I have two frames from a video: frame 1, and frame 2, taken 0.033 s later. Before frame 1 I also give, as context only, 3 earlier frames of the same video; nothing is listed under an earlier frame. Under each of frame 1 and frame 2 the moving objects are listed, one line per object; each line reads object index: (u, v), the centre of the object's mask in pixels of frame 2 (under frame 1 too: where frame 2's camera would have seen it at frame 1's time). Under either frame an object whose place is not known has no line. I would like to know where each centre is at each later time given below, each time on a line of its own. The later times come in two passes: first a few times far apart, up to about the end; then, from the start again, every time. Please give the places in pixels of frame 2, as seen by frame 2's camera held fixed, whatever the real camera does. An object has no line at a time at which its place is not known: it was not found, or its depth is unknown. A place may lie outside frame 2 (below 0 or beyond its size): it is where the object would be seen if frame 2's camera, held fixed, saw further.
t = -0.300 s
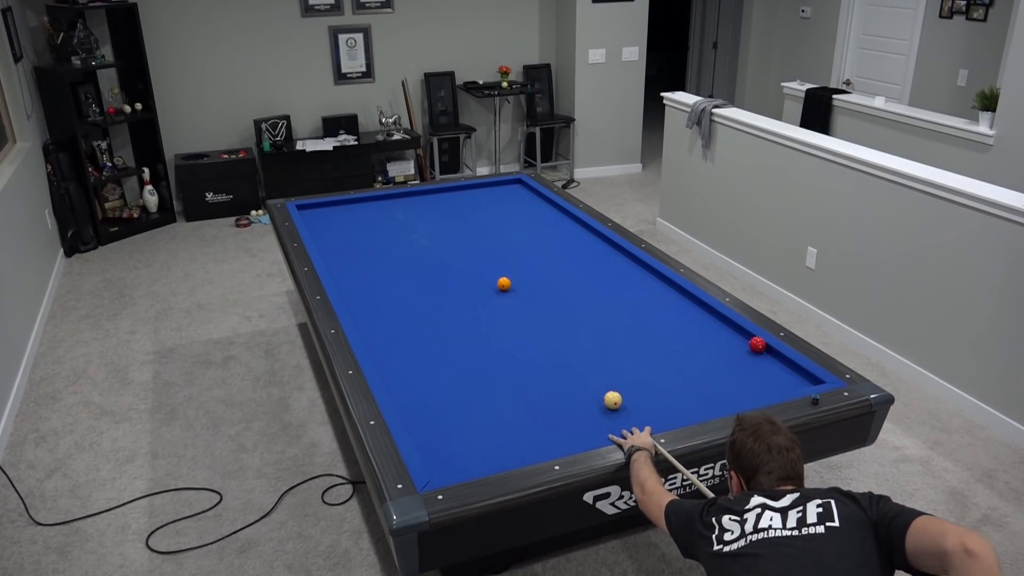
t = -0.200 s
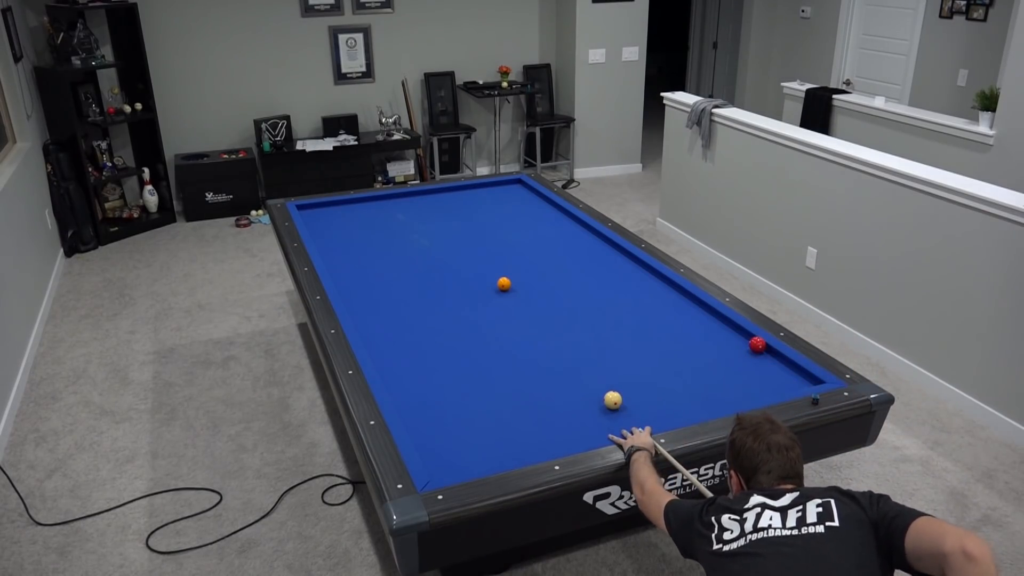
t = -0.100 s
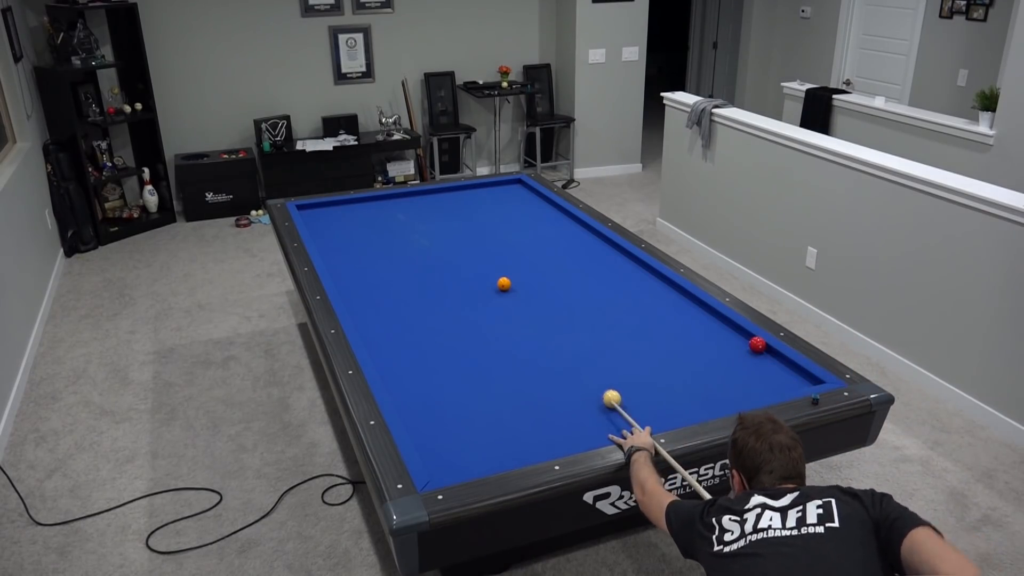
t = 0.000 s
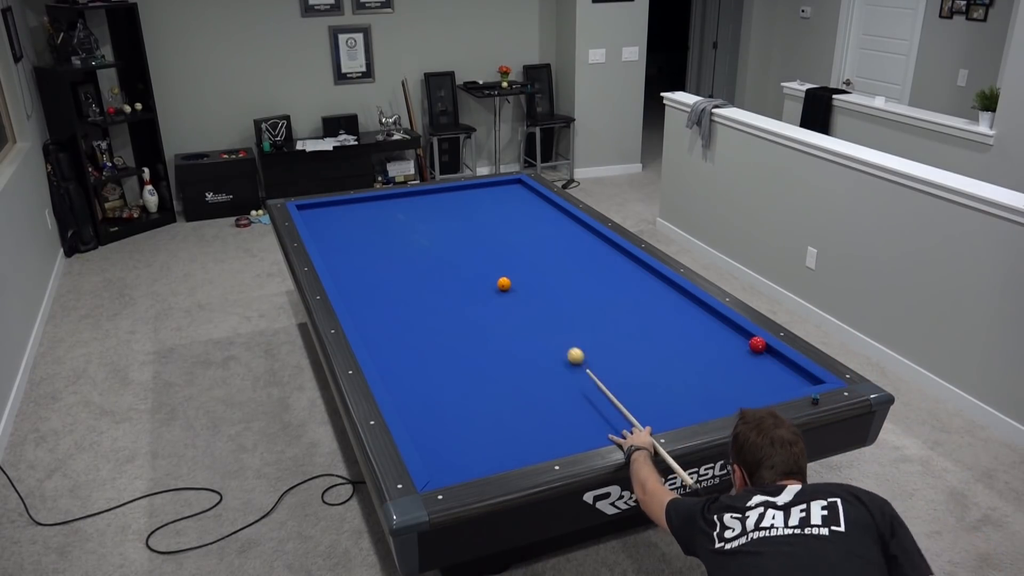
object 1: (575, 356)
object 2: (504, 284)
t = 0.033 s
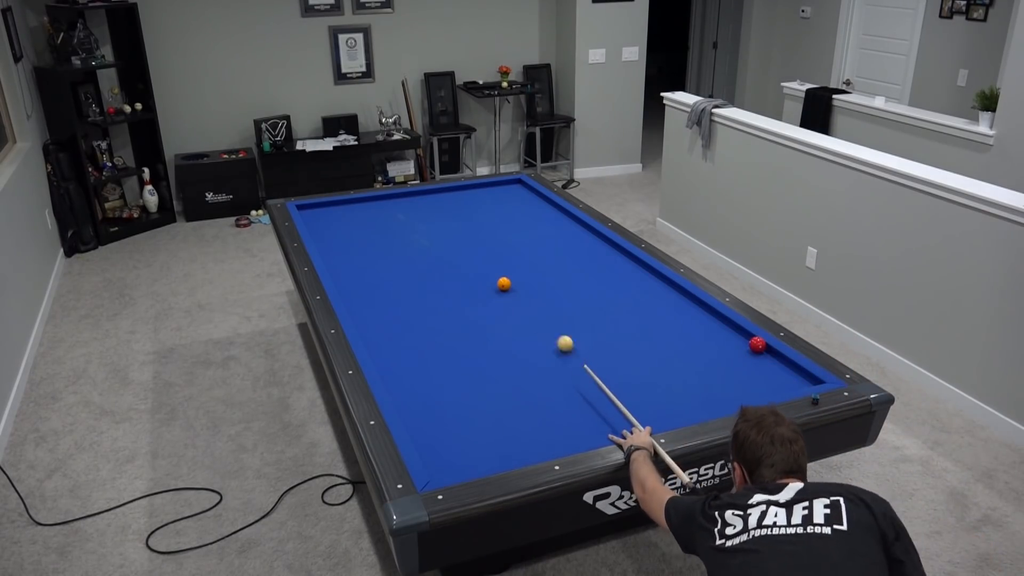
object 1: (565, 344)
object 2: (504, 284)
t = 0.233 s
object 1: (515, 287)
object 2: (503, 284)
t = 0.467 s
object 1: (548, 259)
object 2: (427, 262)
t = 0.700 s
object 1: (563, 232)
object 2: (370, 246)
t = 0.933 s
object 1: (552, 211)
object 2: (323, 233)
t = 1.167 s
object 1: (506, 196)
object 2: (323, 217)
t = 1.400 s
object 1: (472, 188)
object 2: (333, 204)
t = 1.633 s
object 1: (454, 203)
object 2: (356, 208)
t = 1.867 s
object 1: (434, 218)
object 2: (380, 212)
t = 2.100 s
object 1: (411, 233)
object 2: (405, 217)
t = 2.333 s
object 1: (386, 250)
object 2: (429, 221)
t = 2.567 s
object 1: (359, 269)
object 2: (455, 226)
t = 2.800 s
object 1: (351, 286)
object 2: (480, 230)
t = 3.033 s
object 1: (383, 297)
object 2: (506, 235)
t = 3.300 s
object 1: (422, 310)
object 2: (537, 240)
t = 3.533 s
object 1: (458, 322)
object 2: (564, 245)
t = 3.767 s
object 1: (496, 335)
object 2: (592, 250)
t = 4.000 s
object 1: (537, 348)
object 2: (620, 254)
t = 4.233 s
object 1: (580, 363)
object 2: (626, 261)
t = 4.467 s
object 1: (625, 378)
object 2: (626, 270)
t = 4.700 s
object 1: (673, 394)
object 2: (626, 278)
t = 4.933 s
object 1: (715, 402)
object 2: (625, 287)
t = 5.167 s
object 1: (723, 384)
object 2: (625, 296)
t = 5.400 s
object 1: (731, 367)
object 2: (625, 305)
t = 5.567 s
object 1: (736, 356)
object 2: (625, 311)
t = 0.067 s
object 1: (555, 332)
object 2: (504, 284)
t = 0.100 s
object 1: (546, 322)
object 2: (504, 284)
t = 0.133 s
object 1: (538, 312)
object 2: (504, 284)
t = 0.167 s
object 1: (530, 304)
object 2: (504, 284)
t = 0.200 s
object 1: (522, 295)
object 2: (504, 284)
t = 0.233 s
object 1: (515, 287)
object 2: (503, 284)
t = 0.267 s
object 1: (521, 283)
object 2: (491, 281)
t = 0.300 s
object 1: (527, 279)
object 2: (479, 277)
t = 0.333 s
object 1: (532, 275)
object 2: (468, 274)
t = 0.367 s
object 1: (537, 271)
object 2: (456, 271)
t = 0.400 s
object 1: (541, 267)
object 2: (446, 268)
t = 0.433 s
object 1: (545, 263)
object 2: (436, 265)
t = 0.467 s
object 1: (548, 259)
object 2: (427, 262)
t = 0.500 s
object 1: (551, 255)
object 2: (417, 260)
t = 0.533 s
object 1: (554, 251)
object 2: (409, 257)
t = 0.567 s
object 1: (556, 247)
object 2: (400, 255)
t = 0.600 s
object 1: (558, 243)
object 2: (392, 252)
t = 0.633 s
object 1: (560, 239)
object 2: (385, 250)
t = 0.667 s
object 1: (561, 236)
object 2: (377, 248)
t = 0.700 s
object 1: (563, 232)
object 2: (370, 246)
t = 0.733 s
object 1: (565, 229)
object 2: (363, 244)
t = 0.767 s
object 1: (566, 225)
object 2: (357, 242)
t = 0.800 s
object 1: (568, 222)
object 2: (350, 240)
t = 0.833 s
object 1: (569, 218)
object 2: (343, 238)
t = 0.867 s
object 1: (568, 215)
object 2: (336, 236)
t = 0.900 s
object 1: (559, 213)
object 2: (330, 234)
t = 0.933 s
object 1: (552, 211)
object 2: (323, 233)
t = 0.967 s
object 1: (544, 209)
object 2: (317, 231)
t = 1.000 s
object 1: (537, 207)
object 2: (312, 229)
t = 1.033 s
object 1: (531, 205)
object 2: (314, 227)
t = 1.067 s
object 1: (524, 202)
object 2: (317, 224)
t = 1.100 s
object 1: (518, 201)
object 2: (320, 222)
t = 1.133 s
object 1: (512, 199)
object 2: (322, 220)
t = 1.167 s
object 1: (506, 196)
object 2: (323, 217)
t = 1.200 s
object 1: (501, 194)
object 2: (325, 216)
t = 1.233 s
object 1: (495, 193)
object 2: (326, 213)
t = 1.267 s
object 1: (489, 191)
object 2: (327, 212)
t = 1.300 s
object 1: (484, 189)
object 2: (328, 209)
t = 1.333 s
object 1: (478, 187)
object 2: (330, 208)
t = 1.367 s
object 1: (474, 186)
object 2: (331, 206)
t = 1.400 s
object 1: (472, 188)
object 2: (333, 204)
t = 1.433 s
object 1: (470, 190)
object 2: (335, 203)
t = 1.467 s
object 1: (467, 193)
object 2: (338, 204)
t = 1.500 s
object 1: (465, 195)
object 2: (342, 205)
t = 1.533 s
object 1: (462, 197)
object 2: (346, 206)
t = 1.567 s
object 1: (460, 199)
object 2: (349, 207)
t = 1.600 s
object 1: (457, 201)
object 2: (353, 207)
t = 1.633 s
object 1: (454, 203)
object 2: (356, 208)
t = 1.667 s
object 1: (451, 205)
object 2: (360, 209)
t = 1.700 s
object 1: (449, 207)
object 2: (363, 209)
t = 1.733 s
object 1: (446, 209)
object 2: (366, 210)
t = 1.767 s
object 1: (443, 211)
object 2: (370, 210)
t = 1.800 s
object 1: (440, 213)
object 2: (373, 211)
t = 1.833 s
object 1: (437, 216)
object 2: (377, 212)
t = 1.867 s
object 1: (434, 218)
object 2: (380, 212)
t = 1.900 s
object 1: (431, 220)
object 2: (384, 213)
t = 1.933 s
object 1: (428, 222)
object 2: (387, 214)
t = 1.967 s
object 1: (424, 224)
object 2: (391, 214)
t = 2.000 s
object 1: (421, 226)
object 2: (394, 215)
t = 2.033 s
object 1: (418, 228)
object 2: (398, 215)
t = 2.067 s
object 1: (415, 231)
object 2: (401, 216)
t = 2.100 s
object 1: (411, 233)
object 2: (405, 217)
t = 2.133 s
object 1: (408, 235)
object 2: (408, 217)
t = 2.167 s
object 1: (404, 238)
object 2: (412, 218)
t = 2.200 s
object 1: (401, 240)
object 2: (415, 219)
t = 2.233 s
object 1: (397, 242)
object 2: (419, 219)
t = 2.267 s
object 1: (394, 245)
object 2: (422, 220)
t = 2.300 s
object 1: (390, 247)
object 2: (426, 220)
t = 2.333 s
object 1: (386, 250)
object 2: (429, 221)
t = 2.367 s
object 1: (382, 252)
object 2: (433, 222)
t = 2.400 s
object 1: (379, 255)
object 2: (437, 222)
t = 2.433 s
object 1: (375, 258)
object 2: (440, 223)
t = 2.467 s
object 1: (371, 260)
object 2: (444, 224)
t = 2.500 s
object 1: (367, 263)
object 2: (447, 224)
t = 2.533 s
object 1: (363, 266)
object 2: (451, 225)
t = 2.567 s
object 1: (359, 269)
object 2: (455, 226)
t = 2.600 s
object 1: (354, 272)
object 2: (458, 226)
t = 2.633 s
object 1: (350, 274)
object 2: (462, 227)
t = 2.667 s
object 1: (346, 277)
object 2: (466, 227)
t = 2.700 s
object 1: (342, 280)
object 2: (469, 228)
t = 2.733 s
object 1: (340, 283)
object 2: (473, 229)
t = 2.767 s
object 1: (346, 284)
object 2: (477, 230)
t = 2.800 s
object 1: (351, 286)
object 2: (480, 230)
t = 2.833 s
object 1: (355, 287)
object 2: (484, 231)
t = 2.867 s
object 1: (360, 289)
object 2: (488, 231)
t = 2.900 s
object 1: (365, 291)
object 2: (492, 232)
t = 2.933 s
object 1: (369, 292)
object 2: (495, 233)
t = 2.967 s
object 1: (374, 294)
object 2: (499, 233)
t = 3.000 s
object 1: (378, 295)
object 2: (503, 234)
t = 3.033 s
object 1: (383, 297)
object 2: (506, 235)
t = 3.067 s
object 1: (388, 298)
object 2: (510, 235)
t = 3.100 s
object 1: (393, 300)
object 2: (514, 236)
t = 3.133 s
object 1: (398, 302)
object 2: (518, 237)
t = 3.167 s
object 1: (402, 303)
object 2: (522, 237)
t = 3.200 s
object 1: (407, 305)
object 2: (526, 238)
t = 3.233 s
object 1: (412, 307)
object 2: (530, 239)
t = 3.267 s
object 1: (417, 308)
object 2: (533, 239)
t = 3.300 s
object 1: (422, 310)
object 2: (537, 240)
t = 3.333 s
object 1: (427, 312)
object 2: (541, 241)
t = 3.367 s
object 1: (432, 313)
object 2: (545, 241)
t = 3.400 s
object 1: (438, 315)
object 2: (549, 242)
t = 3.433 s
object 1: (443, 317)
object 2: (553, 243)
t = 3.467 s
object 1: (448, 319)
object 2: (557, 243)
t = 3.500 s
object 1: (453, 320)
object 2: (560, 244)
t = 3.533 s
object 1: (458, 322)
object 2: (564, 245)
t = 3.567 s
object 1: (464, 324)
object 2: (568, 245)
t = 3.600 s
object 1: (469, 326)
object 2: (572, 246)
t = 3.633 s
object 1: (474, 328)
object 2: (576, 247)
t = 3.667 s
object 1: (480, 329)
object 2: (580, 248)
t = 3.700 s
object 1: (485, 331)
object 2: (584, 248)
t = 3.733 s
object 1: (491, 333)
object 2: (588, 249)
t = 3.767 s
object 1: (496, 335)
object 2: (592, 250)
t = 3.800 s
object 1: (502, 337)
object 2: (596, 250)
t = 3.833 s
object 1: (508, 339)
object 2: (599, 251)
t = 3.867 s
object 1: (514, 341)
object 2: (604, 252)
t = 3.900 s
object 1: (519, 342)
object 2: (607, 252)
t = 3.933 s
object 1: (525, 344)
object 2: (612, 253)
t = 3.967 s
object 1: (531, 346)
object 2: (616, 254)
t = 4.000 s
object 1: (537, 348)
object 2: (620, 254)
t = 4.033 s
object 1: (543, 350)
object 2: (624, 255)
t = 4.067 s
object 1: (549, 352)
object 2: (627, 256)
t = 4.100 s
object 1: (555, 354)
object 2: (627, 257)
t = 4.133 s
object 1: (561, 356)
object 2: (626, 258)
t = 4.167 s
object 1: (567, 358)
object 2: (626, 259)
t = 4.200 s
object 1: (573, 361)
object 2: (626, 260)
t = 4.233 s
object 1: (580, 363)
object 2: (626, 261)
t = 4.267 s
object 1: (586, 365)
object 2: (626, 263)
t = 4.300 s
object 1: (592, 367)
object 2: (626, 264)
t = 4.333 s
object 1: (598, 369)
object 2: (626, 265)
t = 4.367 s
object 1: (605, 371)
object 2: (626, 266)
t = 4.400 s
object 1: (612, 373)
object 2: (626, 268)
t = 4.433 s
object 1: (618, 376)
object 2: (626, 269)
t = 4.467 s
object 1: (625, 378)
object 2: (626, 270)
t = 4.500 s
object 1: (631, 380)
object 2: (626, 271)
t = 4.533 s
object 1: (638, 382)
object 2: (626, 272)
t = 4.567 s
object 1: (644, 384)
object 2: (626, 273)
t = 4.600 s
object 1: (652, 387)
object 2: (626, 275)
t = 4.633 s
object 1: (658, 389)
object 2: (626, 276)
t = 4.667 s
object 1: (665, 391)
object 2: (626, 277)
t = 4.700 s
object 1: (673, 394)
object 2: (626, 278)
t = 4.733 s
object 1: (679, 396)
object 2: (626, 280)
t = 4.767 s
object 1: (686, 398)
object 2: (626, 281)
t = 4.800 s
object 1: (694, 401)
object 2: (626, 282)
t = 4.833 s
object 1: (701, 403)
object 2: (626, 283)
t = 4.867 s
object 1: (708, 404)
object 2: (625, 285)
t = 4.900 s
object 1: (714, 405)
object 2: (625, 286)
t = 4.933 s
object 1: (715, 402)
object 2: (625, 287)
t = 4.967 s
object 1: (715, 400)
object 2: (625, 288)
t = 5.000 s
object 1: (717, 397)
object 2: (625, 290)
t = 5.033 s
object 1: (718, 395)
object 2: (625, 291)
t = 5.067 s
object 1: (719, 392)
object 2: (625, 292)
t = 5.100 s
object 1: (721, 389)
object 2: (625, 293)
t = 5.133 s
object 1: (722, 387)
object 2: (625, 295)
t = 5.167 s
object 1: (723, 384)
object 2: (625, 296)
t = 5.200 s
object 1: (724, 382)
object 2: (625, 297)
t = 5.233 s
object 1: (725, 379)
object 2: (625, 298)
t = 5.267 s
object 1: (726, 376)
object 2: (625, 300)
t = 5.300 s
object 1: (727, 374)
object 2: (625, 301)
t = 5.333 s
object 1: (729, 372)
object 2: (625, 302)
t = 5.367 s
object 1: (730, 369)
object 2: (625, 304)
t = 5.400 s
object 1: (731, 367)
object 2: (625, 305)
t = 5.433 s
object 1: (732, 365)
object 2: (625, 306)
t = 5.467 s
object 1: (733, 362)
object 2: (625, 308)
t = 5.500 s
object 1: (734, 360)
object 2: (625, 309)
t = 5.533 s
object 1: (735, 358)
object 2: (625, 310)
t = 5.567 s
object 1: (736, 356)
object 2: (625, 311)
